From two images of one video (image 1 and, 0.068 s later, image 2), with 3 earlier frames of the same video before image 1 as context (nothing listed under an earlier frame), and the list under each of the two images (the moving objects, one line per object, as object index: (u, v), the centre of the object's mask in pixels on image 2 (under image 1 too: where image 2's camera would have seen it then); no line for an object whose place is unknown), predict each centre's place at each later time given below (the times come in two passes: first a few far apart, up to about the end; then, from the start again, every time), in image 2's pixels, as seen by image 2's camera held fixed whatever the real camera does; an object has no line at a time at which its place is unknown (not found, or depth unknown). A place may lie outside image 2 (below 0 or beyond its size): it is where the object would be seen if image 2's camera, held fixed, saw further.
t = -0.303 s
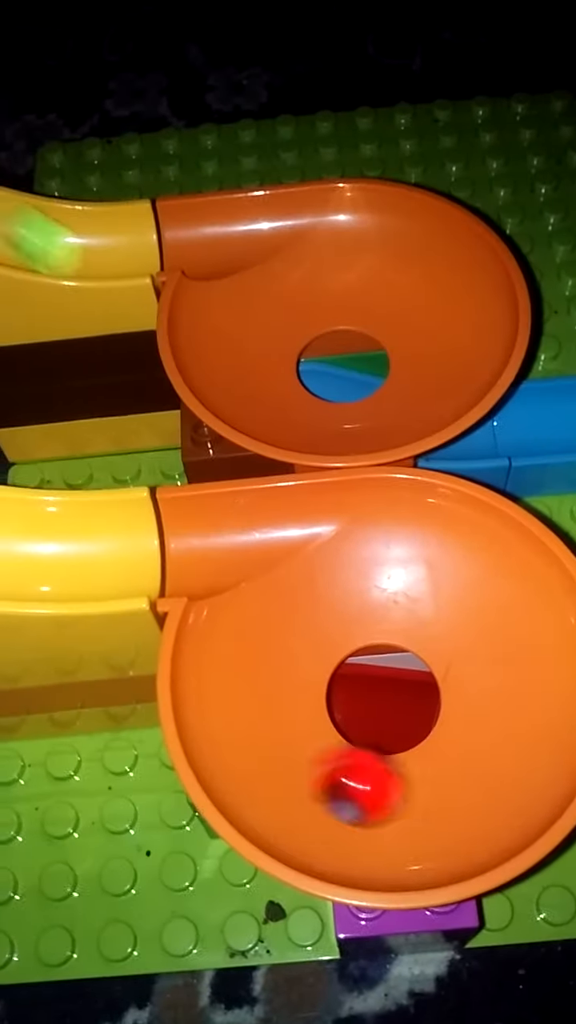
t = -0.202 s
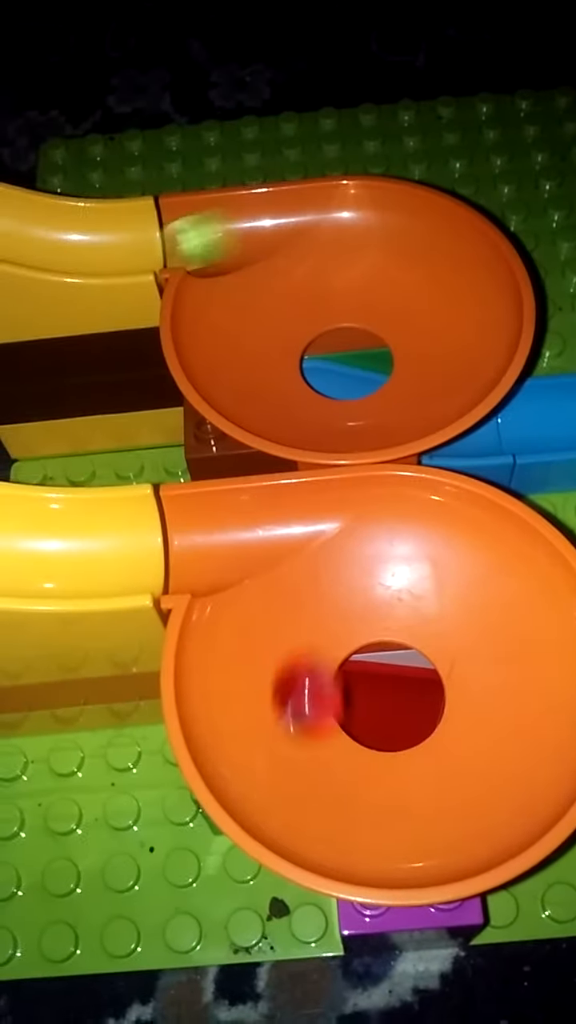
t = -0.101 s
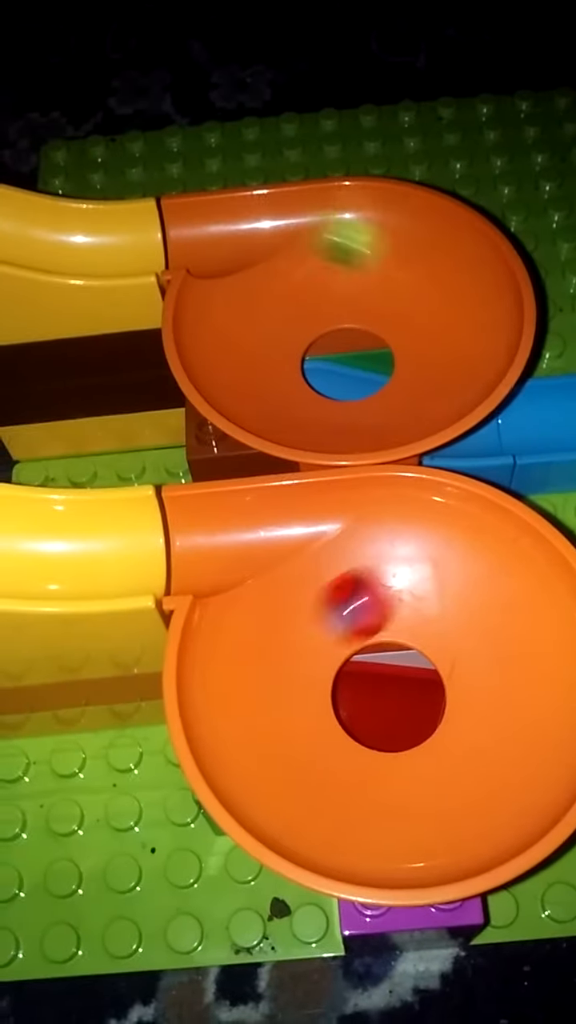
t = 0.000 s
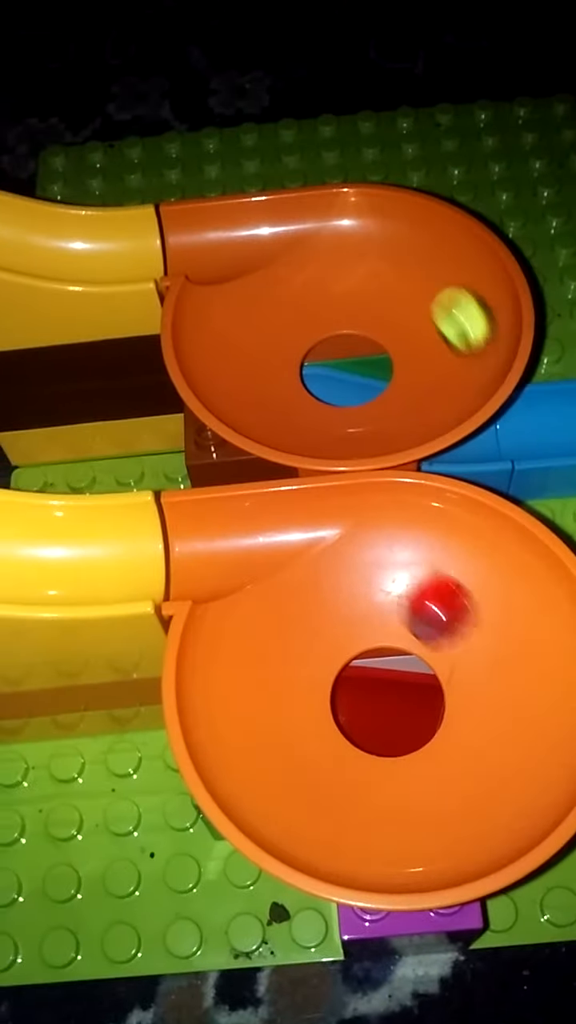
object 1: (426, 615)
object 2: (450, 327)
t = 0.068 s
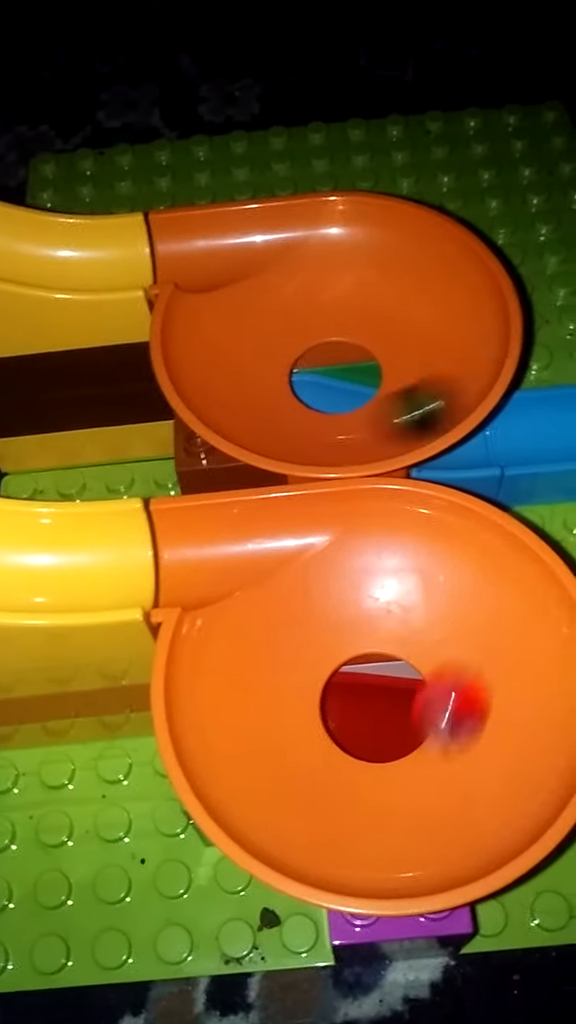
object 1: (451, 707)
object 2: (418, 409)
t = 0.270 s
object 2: (233, 304)
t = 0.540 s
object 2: (420, 372)
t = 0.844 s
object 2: (276, 298)
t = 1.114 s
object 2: (360, 411)
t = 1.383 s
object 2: (307, 300)
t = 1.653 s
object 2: (366, 397)
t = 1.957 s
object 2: (333, 301)
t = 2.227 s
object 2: (292, 402)
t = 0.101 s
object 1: (437, 746)
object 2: (365, 423)
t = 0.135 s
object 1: (412, 773)
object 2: (312, 419)
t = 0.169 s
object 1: (375, 790)
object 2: (266, 396)
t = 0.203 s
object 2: (240, 365)
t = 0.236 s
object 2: (229, 333)
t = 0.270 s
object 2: (233, 304)
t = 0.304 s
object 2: (249, 281)
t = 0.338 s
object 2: (276, 268)
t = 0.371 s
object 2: (307, 265)
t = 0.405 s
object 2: (340, 273)
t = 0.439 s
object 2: (371, 291)
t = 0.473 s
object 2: (397, 315)
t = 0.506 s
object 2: (414, 342)
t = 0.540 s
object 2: (420, 372)
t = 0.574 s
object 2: (407, 399)
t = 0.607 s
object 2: (384, 417)
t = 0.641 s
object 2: (351, 427)
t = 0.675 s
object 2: (317, 426)
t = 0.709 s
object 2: (281, 411)
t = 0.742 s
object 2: (262, 388)
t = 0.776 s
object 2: (255, 358)
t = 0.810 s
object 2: (259, 329)
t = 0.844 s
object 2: (276, 298)
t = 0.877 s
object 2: (300, 276)
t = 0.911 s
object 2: (326, 262)
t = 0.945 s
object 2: (355, 263)
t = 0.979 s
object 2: (381, 273)
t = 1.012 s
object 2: (397, 296)
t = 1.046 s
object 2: (405, 355)
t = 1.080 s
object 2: (388, 386)
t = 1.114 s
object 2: (360, 411)
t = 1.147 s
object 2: (326, 421)
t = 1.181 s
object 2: (292, 419)
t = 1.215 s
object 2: (265, 407)
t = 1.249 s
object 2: (250, 388)
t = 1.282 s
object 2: (247, 367)
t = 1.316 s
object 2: (257, 344)
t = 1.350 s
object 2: (279, 320)
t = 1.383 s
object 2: (307, 300)
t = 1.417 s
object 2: (335, 288)
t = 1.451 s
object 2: (368, 280)
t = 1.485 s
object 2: (393, 283)
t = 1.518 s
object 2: (412, 298)
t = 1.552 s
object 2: (419, 320)
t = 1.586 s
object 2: (413, 347)
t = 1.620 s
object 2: (394, 376)
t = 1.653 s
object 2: (366, 397)
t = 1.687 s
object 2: (324, 411)
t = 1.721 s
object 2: (289, 409)
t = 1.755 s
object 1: (412, 729)
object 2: (261, 398)
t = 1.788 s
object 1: (383, 748)
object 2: (244, 382)
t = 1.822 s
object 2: (241, 362)
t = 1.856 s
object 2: (251, 344)
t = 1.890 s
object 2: (274, 327)
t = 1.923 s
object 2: (303, 312)
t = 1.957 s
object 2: (333, 301)
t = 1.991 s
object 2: (366, 295)
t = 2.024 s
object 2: (390, 298)
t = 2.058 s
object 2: (424, 322)
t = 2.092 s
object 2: (419, 345)
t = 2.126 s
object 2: (399, 370)
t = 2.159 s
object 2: (378, 387)
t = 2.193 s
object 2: (336, 398)
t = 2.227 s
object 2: (292, 402)
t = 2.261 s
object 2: (261, 390)
